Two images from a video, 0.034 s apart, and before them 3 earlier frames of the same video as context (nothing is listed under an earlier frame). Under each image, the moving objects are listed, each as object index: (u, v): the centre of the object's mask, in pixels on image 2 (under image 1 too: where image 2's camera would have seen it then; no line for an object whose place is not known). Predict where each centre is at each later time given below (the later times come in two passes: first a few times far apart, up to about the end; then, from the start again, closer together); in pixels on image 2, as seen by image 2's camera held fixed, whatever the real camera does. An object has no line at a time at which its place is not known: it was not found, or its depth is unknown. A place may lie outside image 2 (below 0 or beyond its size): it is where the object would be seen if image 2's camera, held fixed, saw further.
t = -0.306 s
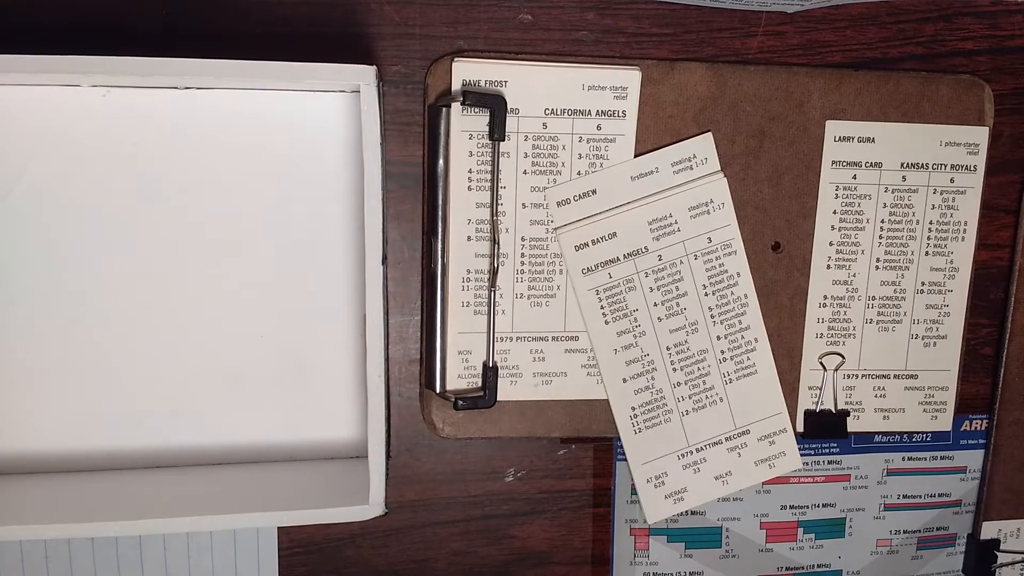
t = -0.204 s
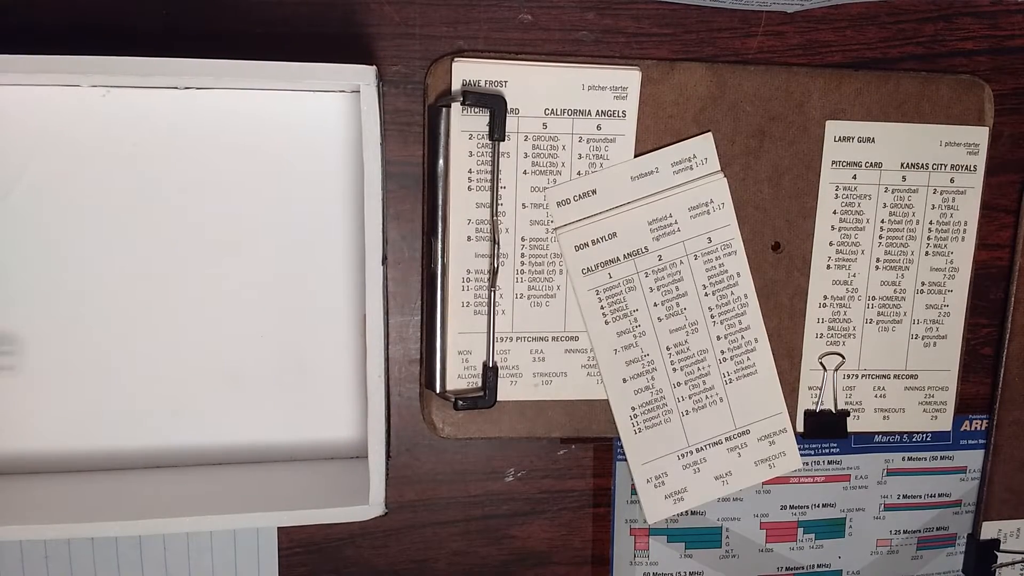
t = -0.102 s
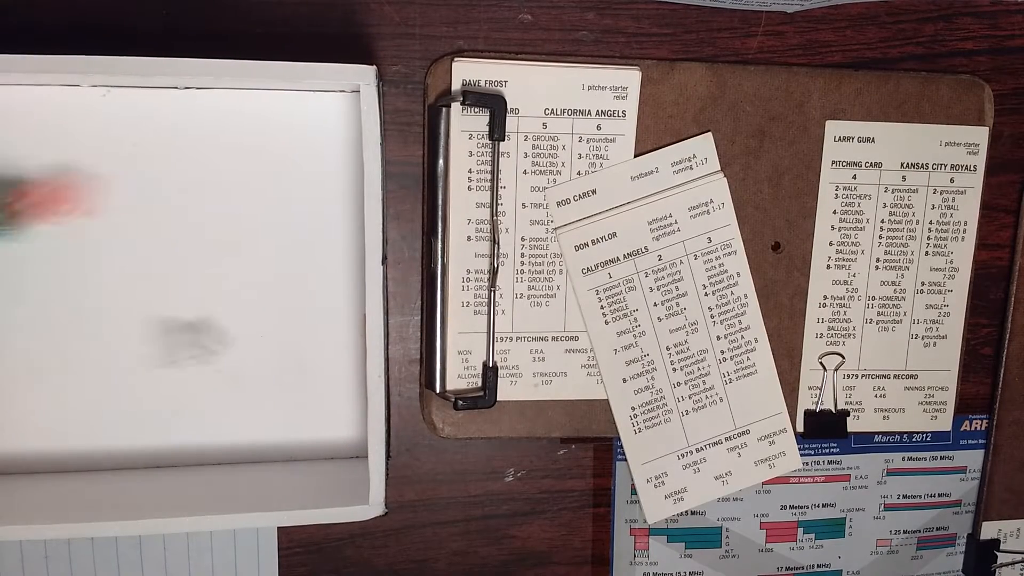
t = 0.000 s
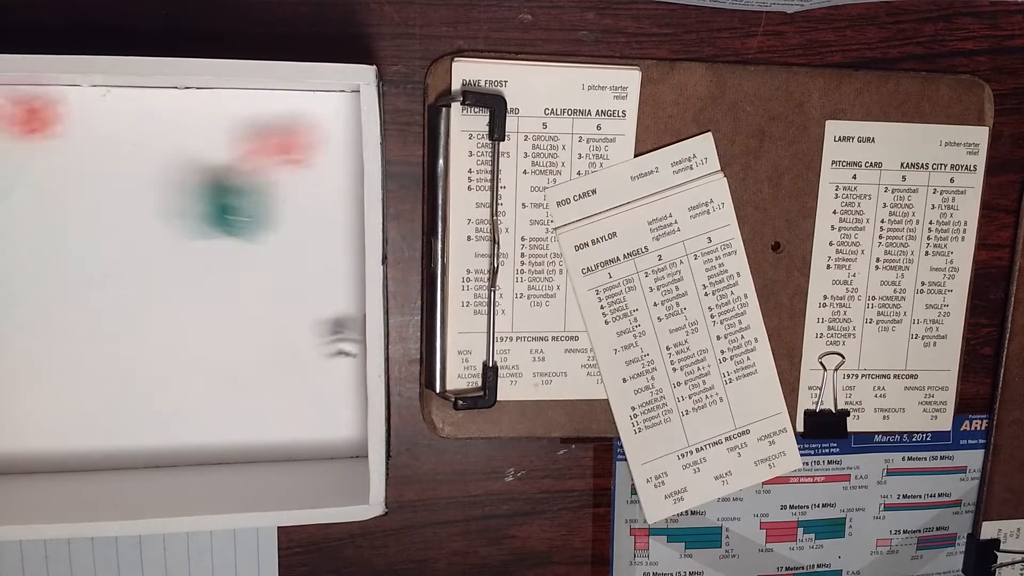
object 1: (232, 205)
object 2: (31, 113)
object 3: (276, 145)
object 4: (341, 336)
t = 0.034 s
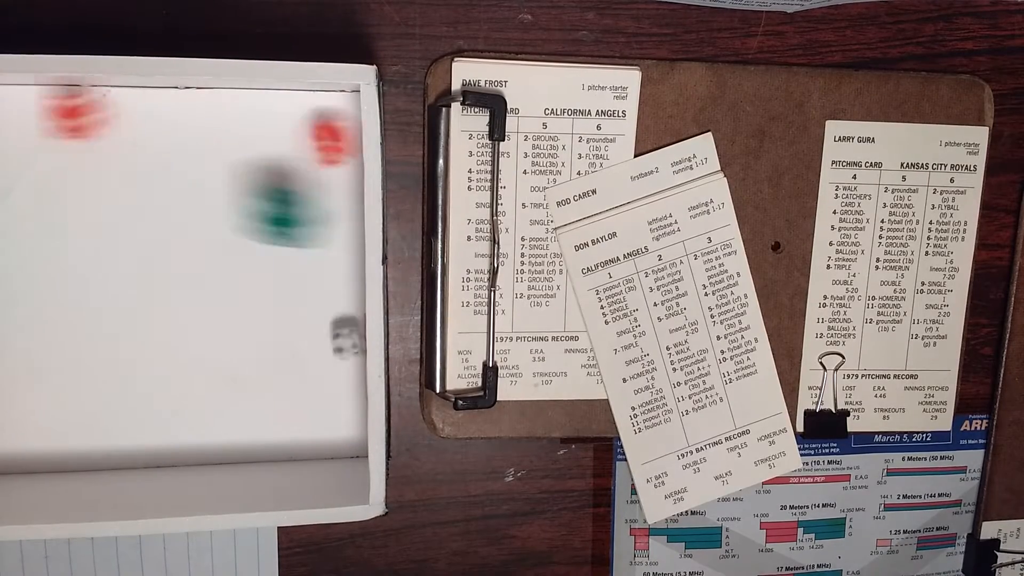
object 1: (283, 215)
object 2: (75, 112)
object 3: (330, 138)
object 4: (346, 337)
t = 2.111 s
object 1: (289, 285)
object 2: (185, 145)
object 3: (264, 210)
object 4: (333, 359)
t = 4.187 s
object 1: (289, 285)
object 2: (185, 146)
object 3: (264, 210)
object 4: (333, 359)
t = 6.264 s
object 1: (289, 285)
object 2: (185, 146)
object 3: (264, 210)
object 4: (333, 360)
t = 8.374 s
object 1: (289, 285)
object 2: (185, 146)
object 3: (264, 210)
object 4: (333, 360)
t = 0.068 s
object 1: (330, 223)
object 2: (118, 112)
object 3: (302, 138)
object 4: (345, 338)
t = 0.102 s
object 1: (317, 231)
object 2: (152, 111)
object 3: (271, 143)
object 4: (344, 344)
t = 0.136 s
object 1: (304, 240)
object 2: (188, 123)
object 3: (243, 146)
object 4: (339, 350)
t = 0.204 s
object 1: (299, 262)
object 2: (190, 126)
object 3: (253, 175)
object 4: (333, 357)
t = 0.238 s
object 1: (298, 272)
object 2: (185, 130)
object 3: (258, 189)
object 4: (333, 357)
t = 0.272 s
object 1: (296, 279)
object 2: (183, 136)
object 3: (262, 201)
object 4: (334, 359)
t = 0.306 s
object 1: (292, 283)
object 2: (184, 141)
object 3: (264, 208)
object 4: (333, 359)
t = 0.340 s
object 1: (290, 285)
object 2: (185, 145)
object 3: (264, 210)
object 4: (333, 359)
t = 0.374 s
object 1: (289, 285)
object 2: (185, 145)
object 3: (264, 210)
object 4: (333, 359)
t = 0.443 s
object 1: (289, 285)
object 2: (185, 145)
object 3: (264, 210)
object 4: (333, 359)
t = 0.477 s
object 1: (289, 285)
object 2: (185, 145)
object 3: (264, 210)
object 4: (333, 359)
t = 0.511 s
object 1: (289, 285)
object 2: (185, 145)
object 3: (264, 210)
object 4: (333, 359)
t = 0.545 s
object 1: (289, 285)
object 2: (185, 146)
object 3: (264, 211)
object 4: (333, 359)
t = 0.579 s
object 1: (289, 285)
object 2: (185, 145)
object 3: (264, 210)
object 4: (333, 359)
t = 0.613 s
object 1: (289, 285)
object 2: (185, 145)
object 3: (264, 210)
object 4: (333, 359)
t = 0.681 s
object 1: (289, 285)
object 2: (185, 145)
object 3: (264, 210)
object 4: (333, 359)
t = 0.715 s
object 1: (289, 285)
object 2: (185, 145)
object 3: (264, 210)
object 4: (333, 359)
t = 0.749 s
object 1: (289, 285)
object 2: (185, 145)
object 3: (264, 210)
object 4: (333, 359)
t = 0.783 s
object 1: (289, 285)
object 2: (185, 145)
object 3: (264, 210)
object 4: (333, 359)
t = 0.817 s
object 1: (289, 285)
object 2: (185, 145)
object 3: (264, 210)
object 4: (333, 359)
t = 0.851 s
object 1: (289, 285)
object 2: (185, 145)
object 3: (264, 210)
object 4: (333, 359)
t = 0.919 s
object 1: (289, 285)
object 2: (185, 145)
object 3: (264, 210)
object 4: (333, 359)
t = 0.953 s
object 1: (289, 285)
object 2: (185, 145)
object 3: (264, 210)
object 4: (333, 359)
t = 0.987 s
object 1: (289, 285)
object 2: (185, 145)
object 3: (264, 210)
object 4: (333, 359)
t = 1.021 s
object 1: (289, 285)
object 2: (185, 145)
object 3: (264, 210)
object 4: (333, 359)
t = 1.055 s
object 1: (289, 285)
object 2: (185, 145)
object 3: (264, 210)
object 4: (333, 359)
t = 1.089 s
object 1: (289, 285)
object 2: (185, 145)
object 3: (264, 210)
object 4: (333, 359)
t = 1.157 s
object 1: (289, 285)
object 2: (185, 145)
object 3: (264, 210)
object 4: (333, 359)
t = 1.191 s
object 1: (289, 285)
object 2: (185, 145)
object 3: (264, 210)
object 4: (333, 359)
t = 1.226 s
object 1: (289, 285)
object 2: (185, 145)
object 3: (264, 210)
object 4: (333, 359)
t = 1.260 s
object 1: (289, 285)
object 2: (185, 145)
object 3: (264, 210)
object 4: (333, 359)
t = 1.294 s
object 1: (289, 285)
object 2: (185, 145)
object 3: (264, 210)
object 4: (333, 359)
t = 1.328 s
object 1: (289, 285)
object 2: (185, 145)
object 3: (264, 210)
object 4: (333, 359)
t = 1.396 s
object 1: (289, 285)
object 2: (185, 145)
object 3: (264, 210)
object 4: (333, 359)
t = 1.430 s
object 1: (289, 285)
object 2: (185, 145)
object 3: (264, 210)
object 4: (333, 359)
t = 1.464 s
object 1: (289, 285)
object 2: (185, 146)
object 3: (264, 210)
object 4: (333, 359)
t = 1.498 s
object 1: (289, 285)
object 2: (185, 146)
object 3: (264, 210)
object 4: (333, 359)
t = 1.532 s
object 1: (289, 285)
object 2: (185, 145)
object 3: (264, 210)
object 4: (333, 359)
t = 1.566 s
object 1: (289, 285)
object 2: (185, 145)
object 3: (264, 210)
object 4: (333, 359)
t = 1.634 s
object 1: (289, 285)
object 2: (185, 145)
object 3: (264, 210)
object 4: (333, 359)
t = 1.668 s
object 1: (289, 285)
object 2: (185, 145)
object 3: (264, 210)
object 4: (333, 359)
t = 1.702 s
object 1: (289, 285)
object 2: (185, 145)
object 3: (264, 210)
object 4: (333, 359)
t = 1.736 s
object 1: (289, 285)
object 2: (185, 146)
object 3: (264, 210)
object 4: (333, 359)
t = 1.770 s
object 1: (289, 285)
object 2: (185, 145)
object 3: (264, 210)
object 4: (333, 359)
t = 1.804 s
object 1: (289, 285)
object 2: (185, 145)
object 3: (264, 210)
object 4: (333, 359)
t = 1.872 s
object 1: (289, 285)
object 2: (185, 145)
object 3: (264, 210)
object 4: (333, 360)
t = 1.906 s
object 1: (289, 285)
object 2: (185, 145)
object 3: (264, 210)
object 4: (333, 360)
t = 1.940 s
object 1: (289, 285)
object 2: (185, 145)
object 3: (264, 210)
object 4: (333, 359)
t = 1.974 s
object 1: (289, 285)
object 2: (185, 145)
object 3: (264, 210)
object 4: (333, 359)
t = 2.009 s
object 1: (289, 285)
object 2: (185, 145)
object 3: (264, 210)
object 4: (333, 359)
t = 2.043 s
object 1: (289, 285)
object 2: (185, 145)
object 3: (264, 210)
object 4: (333, 359)
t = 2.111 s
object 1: (289, 285)
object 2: (185, 145)
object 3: (264, 210)
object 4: (333, 359)
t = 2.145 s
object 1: (289, 285)
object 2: (185, 146)
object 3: (264, 210)
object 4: (333, 359)
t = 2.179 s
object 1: (289, 285)
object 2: (185, 146)
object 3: (264, 210)
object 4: (333, 359)
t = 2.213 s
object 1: (289, 285)
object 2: (185, 146)
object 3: (264, 210)
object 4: (333, 359)
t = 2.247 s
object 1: (289, 285)
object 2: (185, 146)
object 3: (264, 210)
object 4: (333, 359)
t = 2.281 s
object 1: (289, 285)
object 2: (185, 145)
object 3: (264, 210)
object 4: (333, 359)
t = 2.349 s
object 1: (289, 285)
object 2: (185, 145)
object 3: (264, 210)
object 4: (333, 359)
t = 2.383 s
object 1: (289, 285)
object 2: (185, 145)
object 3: (264, 210)
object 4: (333, 359)
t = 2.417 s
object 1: (289, 285)
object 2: (185, 145)
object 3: (264, 210)
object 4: (333, 359)
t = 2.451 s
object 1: (289, 285)
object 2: (185, 145)
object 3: (264, 210)
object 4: (333, 359)
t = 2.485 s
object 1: (289, 285)
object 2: (185, 145)
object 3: (264, 210)
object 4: (333, 359)
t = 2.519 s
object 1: (289, 285)
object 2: (185, 145)
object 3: (264, 210)
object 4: (333, 359)
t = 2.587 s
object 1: (289, 285)
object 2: (185, 145)
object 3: (264, 210)
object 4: (333, 359)
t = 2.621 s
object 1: (289, 285)
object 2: (185, 146)
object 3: (264, 210)
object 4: (333, 359)
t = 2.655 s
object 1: (289, 285)
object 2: (185, 145)
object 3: (264, 210)
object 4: (333, 359)
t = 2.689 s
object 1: (289, 285)
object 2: (185, 146)
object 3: (264, 210)
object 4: (333, 359)
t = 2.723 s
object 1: (289, 285)
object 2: (185, 145)
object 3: (264, 210)
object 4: (333, 359)
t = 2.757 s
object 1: (289, 285)
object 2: (185, 145)
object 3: (264, 210)
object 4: (333, 359)
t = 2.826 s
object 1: (289, 285)
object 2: (185, 145)
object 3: (264, 210)
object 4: (333, 359)
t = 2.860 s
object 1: (289, 285)
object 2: (185, 146)
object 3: (264, 210)
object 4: (333, 359)
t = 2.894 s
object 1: (289, 285)
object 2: (185, 145)
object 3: (264, 210)
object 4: (333, 359)
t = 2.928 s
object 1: (289, 285)
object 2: (185, 146)
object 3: (264, 210)
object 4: (333, 359)
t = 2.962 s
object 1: (289, 285)
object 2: (185, 146)
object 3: (264, 210)
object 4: (333, 359)
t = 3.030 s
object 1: (289, 285)
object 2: (185, 145)
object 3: (264, 210)
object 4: (333, 359)
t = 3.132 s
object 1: (289, 285)
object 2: (185, 145)
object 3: (264, 210)
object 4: (333, 359)
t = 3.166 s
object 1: (289, 285)
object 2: (185, 145)
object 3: (264, 210)
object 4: (333, 360)
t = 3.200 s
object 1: (289, 285)
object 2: (185, 146)
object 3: (264, 210)
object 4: (333, 360)
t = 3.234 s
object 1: (289, 285)
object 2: (185, 145)
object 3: (264, 210)
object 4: (333, 359)
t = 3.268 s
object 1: (289, 285)
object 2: (185, 146)
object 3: (264, 210)
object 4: (333, 359)
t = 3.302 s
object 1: (289, 285)
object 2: (185, 146)
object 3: (264, 210)
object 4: (333, 359)
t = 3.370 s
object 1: (289, 285)
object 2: (185, 146)
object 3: (264, 210)
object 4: (333, 359)
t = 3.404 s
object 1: (289, 285)
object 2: (185, 145)
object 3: (264, 210)
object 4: (333, 359)
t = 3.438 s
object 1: (289, 285)
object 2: (185, 146)
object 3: (264, 210)
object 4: (333, 359)
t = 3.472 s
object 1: (289, 285)
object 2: (185, 146)
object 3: (264, 210)
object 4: (333, 359)
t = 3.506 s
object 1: (289, 285)
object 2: (185, 146)
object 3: (264, 210)
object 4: (333, 359)
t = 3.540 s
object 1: (289, 285)
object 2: (185, 146)
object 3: (264, 209)
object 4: (333, 359)
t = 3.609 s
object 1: (289, 285)
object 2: (185, 145)
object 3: (264, 210)
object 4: (333, 359)
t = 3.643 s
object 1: (289, 285)
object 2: (185, 145)
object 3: (264, 210)
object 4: (333, 359)
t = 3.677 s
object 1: (289, 285)
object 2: (185, 146)
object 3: (264, 210)
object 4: (333, 359)
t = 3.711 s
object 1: (289, 285)
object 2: (185, 145)
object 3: (264, 210)
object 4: (333, 359)
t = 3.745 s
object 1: (289, 285)
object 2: (185, 146)
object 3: (264, 210)
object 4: (333, 359)
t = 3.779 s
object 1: (289, 285)
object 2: (185, 145)
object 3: (264, 210)
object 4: (333, 359)
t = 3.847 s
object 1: (289, 285)
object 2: (185, 146)
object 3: (264, 210)
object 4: (333, 359)
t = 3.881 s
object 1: (289, 285)
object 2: (185, 145)
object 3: (264, 210)
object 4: (333, 359)
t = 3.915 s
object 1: (289, 285)
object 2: (185, 146)
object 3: (264, 210)
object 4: (333, 359)
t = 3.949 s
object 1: (289, 285)
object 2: (185, 146)
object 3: (264, 210)
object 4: (333, 359)
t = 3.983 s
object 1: (289, 285)
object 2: (185, 145)
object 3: (264, 210)
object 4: (333, 359)
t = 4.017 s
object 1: (289, 285)
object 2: (185, 146)
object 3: (264, 209)
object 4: (333, 359)
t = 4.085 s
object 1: (289, 285)
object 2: (185, 146)
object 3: (264, 210)
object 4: (333, 359)
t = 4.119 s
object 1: (289, 285)
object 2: (185, 146)
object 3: (264, 209)
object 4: (333, 359)
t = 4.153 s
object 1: (289, 285)
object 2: (185, 146)
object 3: (264, 209)
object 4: (333, 359)
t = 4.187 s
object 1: (289, 285)
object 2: (185, 146)
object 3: (264, 210)
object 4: (333, 359)
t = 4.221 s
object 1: (289, 285)
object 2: (185, 145)
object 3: (264, 209)
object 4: (333, 359)
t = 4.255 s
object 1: (289, 285)
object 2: (185, 145)
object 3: (264, 210)
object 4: (333, 359)
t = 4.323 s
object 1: (289, 285)
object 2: (185, 146)
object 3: (264, 210)
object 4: (333, 359)
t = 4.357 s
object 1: (289, 285)
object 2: (185, 145)
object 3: (264, 210)
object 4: (333, 359)
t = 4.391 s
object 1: (289, 285)
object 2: (185, 146)
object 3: (264, 210)
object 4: (333, 359)
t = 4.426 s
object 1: (289, 285)
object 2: (185, 145)
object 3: (264, 210)
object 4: (333, 359)
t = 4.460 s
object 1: (289, 285)
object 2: (185, 146)
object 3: (264, 210)
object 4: (333, 359)
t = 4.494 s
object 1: (289, 285)
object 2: (185, 145)
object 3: (264, 210)
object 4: (333, 359)
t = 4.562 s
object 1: (289, 285)
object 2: (185, 145)
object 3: (264, 210)
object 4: (333, 359)
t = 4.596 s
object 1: (289, 285)
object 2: (185, 145)
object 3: (264, 210)
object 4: (333, 359)
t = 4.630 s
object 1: (289, 285)
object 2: (185, 145)
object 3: (264, 210)
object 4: (333, 359)
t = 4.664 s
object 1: (289, 285)
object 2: (185, 145)
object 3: (264, 210)
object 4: (333, 359)
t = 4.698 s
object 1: (289, 285)
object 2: (185, 145)
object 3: (264, 210)
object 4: (333, 359)
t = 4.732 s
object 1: (289, 285)
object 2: (185, 145)
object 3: (264, 210)
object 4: (333, 359)
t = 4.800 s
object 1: (289, 285)
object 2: (185, 145)
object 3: (264, 210)
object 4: (333, 359)
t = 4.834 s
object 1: (289, 285)
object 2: (185, 145)
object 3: (264, 210)
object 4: (333, 359)
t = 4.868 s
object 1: (289, 285)
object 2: (185, 145)
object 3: (264, 210)
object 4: (333, 359)
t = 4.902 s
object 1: (289, 285)
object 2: (185, 145)
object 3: (264, 210)
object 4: (333, 359)
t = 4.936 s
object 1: (289, 285)
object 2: (185, 145)
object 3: (264, 210)
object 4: (333, 359)
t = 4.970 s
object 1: (289, 285)
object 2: (185, 145)
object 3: (264, 210)
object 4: (333, 359)
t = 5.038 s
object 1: (289, 285)
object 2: (185, 145)
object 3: (264, 210)
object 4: (333, 359)
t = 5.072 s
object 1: (289, 285)
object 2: (185, 146)
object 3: (264, 210)
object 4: (333, 359)
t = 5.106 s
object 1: (289, 285)
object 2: (185, 146)
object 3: (264, 210)
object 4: (333, 359)
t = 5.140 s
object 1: (289, 285)
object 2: (185, 146)
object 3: (264, 210)
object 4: (333, 359)
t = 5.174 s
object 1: (289, 285)
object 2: (185, 146)
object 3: (264, 210)
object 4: (333, 359)
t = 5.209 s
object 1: (289, 285)
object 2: (185, 145)
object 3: (264, 210)
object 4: (333, 359)
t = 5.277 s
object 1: (289, 285)
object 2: (185, 146)
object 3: (264, 210)
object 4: (333, 359)
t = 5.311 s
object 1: (289, 285)
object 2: (185, 146)
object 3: (264, 210)
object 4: (333, 359)
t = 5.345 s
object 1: (289, 285)
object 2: (185, 146)
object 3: (264, 210)
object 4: (333, 359)
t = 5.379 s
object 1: (289, 285)
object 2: (185, 146)
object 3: (264, 210)
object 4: (333, 359)
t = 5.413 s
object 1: (289, 285)
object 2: (185, 146)
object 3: (264, 210)
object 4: (333, 359)
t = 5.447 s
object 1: (289, 285)
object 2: (185, 146)
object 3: (264, 210)
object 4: (333, 360)
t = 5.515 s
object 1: (289, 285)
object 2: (185, 146)
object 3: (264, 210)
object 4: (333, 360)
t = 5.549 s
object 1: (289, 285)
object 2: (185, 146)
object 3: (264, 210)
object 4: (333, 360)
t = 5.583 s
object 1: (289, 285)
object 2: (185, 146)
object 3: (264, 210)
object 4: (333, 360)
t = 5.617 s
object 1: (289, 285)
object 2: (185, 146)
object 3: (264, 210)
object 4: (333, 360)
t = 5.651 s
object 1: (289, 285)
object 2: (185, 146)
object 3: (264, 210)
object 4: (333, 360)
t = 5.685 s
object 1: (289, 285)
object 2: (185, 146)
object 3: (264, 210)
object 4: (333, 360)
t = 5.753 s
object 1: (289, 285)
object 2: (185, 146)
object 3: (264, 210)
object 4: (333, 360)
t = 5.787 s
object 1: (289, 285)
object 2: (185, 146)
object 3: (264, 210)
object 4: (333, 360)
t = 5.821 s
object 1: (289, 285)
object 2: (185, 146)
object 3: (264, 210)
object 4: (333, 360)
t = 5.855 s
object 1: (289, 285)
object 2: (185, 146)
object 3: (264, 210)
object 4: (333, 360)
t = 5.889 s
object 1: (289, 285)
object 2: (185, 146)
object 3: (264, 210)
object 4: (333, 360)
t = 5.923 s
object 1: (289, 285)
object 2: (185, 146)
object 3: (264, 210)
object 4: (333, 360)
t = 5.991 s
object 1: (289, 285)
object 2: (185, 145)
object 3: (264, 210)
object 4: (333, 360)
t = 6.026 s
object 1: (289, 285)
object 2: (185, 146)
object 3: (264, 210)
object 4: (333, 360)
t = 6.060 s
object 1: (289, 285)
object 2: (185, 146)
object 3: (264, 210)
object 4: (333, 360)
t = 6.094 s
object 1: (289, 285)
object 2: (185, 146)
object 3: (264, 210)
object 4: (333, 360)
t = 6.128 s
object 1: (289, 285)
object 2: (185, 145)
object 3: (264, 210)
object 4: (333, 360)
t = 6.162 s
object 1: (289, 285)
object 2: (185, 146)
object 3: (264, 210)
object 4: (333, 360)
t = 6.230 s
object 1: (289, 285)
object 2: (185, 145)
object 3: (264, 210)
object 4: (333, 360)
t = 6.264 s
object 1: (289, 285)
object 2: (185, 146)
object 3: (264, 210)
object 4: (333, 360)
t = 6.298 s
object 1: (289, 285)
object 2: (185, 145)
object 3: (264, 210)
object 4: (333, 360)
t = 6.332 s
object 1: (289, 285)
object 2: (185, 146)
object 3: (264, 210)
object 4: (333, 360)
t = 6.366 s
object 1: (289, 285)
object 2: (185, 145)
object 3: (264, 210)
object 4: (333, 360)
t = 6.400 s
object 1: (289, 285)
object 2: (185, 146)
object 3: (264, 210)
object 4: (333, 360)
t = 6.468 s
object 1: (289, 285)
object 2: (185, 146)
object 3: (264, 210)
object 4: (333, 360)
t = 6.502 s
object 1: (289, 285)
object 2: (185, 146)
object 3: (264, 210)
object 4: (333, 360)
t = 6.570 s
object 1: (289, 285)
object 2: (185, 146)
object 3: (264, 210)
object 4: (333, 360)
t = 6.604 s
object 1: (289, 285)
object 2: (185, 146)
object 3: (264, 210)
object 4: (333, 360)
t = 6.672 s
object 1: (289, 285)
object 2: (185, 146)
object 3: (264, 210)
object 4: (333, 360)
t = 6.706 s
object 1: (289, 285)
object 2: (185, 146)
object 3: (264, 210)
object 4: (333, 360)
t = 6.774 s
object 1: (289, 285)
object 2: (185, 146)
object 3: (264, 210)
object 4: (333, 360)
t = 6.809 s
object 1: (289, 285)
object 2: (185, 146)
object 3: (264, 210)
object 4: (333, 360)
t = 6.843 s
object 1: (289, 285)
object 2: (185, 146)
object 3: (264, 210)
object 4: (333, 360)
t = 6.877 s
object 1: (289, 285)
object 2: (185, 146)
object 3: (264, 210)
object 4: (333, 360)
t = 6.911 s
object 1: (289, 285)
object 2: (185, 146)
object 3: (264, 210)
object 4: (333, 360)
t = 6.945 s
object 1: (289, 285)
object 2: (185, 146)
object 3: (264, 210)
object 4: (333, 360)
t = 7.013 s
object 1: (289, 285)
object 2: (185, 146)
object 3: (264, 210)
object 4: (333, 360)
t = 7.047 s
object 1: (289, 285)
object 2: (185, 146)
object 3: (264, 210)
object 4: (333, 360)
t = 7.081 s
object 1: (289, 285)
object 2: (185, 146)
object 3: (264, 210)
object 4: (333, 360)
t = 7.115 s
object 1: (289, 285)
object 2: (185, 146)
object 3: (264, 210)
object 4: (333, 360)
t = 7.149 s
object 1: (289, 285)
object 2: (185, 146)
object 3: (264, 210)
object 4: (333, 360)
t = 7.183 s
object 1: (289, 285)
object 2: (185, 146)
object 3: (264, 210)
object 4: (333, 360)
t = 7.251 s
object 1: (289, 285)
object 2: (185, 146)
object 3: (264, 210)
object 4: (333, 360)
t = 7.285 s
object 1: (289, 285)
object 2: (185, 146)
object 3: (264, 210)
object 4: (333, 360)
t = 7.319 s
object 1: (289, 285)
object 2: (185, 146)
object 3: (264, 210)
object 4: (333, 360)
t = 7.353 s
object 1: (289, 285)
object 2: (185, 146)
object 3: (264, 210)
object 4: (333, 360)
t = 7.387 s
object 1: (289, 285)
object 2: (185, 146)
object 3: (264, 210)
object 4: (333, 360)
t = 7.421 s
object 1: (289, 285)
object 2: (185, 146)
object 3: (264, 210)
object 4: (333, 360)
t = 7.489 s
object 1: (289, 285)
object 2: (185, 146)
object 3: (264, 210)
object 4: (333, 360)
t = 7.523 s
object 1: (289, 285)
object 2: (185, 146)
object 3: (264, 210)
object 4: (333, 360)
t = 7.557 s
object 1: (289, 285)
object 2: (185, 146)
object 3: (264, 210)
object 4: (333, 360)
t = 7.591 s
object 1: (289, 285)
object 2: (185, 146)
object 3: (264, 210)
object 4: (333, 360)
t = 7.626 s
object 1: (289, 285)
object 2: (185, 146)
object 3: (264, 210)
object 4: (333, 360)
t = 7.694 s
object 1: (289, 285)
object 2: (185, 146)
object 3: (264, 210)
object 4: (333, 360)
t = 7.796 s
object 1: (289, 285)
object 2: (185, 146)
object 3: (264, 210)
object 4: (333, 360)
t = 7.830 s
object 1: (289, 285)
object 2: (185, 146)
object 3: (264, 210)
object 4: (333, 360)
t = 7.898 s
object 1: (289, 285)
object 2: (185, 146)
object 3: (264, 210)
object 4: (333, 360)
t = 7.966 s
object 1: (289, 285)
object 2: (185, 146)
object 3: (264, 210)
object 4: (333, 360)
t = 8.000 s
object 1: (289, 285)
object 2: (185, 146)
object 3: (264, 210)
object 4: (333, 360)
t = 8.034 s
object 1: (289, 285)
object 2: (185, 146)
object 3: (264, 210)
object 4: (333, 360)
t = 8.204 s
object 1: (289, 285)
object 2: (185, 146)
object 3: (264, 210)
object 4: (333, 360)
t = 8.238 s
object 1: (289, 285)
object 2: (185, 146)
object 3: (264, 210)
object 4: (333, 360)
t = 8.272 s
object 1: (289, 285)
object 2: (185, 146)
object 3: (264, 210)
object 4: (333, 360)
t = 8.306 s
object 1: (289, 285)
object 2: (185, 146)
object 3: (264, 210)
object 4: (333, 360)
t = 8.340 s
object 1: (289, 285)
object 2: (185, 146)
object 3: (264, 210)
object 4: (333, 360)
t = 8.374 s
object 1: (289, 285)
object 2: (185, 146)
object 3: (264, 210)
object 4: (333, 360)
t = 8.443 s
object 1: (289, 285)
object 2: (185, 146)
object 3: (265, 211)
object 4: (333, 360)
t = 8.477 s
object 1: (289, 285)
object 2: (185, 146)
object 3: (264, 210)
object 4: (333, 360)
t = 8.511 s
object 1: (289, 285)
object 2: (185, 146)
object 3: (264, 210)
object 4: (333, 359)
